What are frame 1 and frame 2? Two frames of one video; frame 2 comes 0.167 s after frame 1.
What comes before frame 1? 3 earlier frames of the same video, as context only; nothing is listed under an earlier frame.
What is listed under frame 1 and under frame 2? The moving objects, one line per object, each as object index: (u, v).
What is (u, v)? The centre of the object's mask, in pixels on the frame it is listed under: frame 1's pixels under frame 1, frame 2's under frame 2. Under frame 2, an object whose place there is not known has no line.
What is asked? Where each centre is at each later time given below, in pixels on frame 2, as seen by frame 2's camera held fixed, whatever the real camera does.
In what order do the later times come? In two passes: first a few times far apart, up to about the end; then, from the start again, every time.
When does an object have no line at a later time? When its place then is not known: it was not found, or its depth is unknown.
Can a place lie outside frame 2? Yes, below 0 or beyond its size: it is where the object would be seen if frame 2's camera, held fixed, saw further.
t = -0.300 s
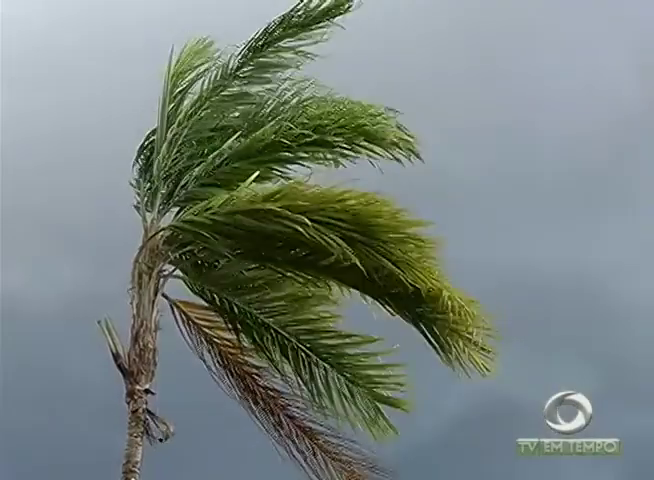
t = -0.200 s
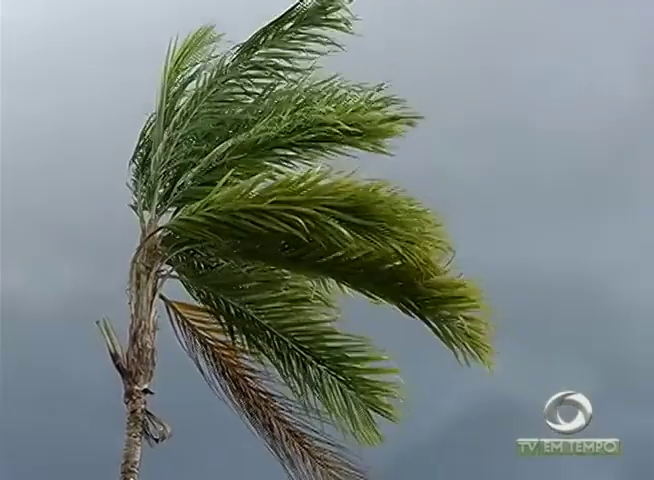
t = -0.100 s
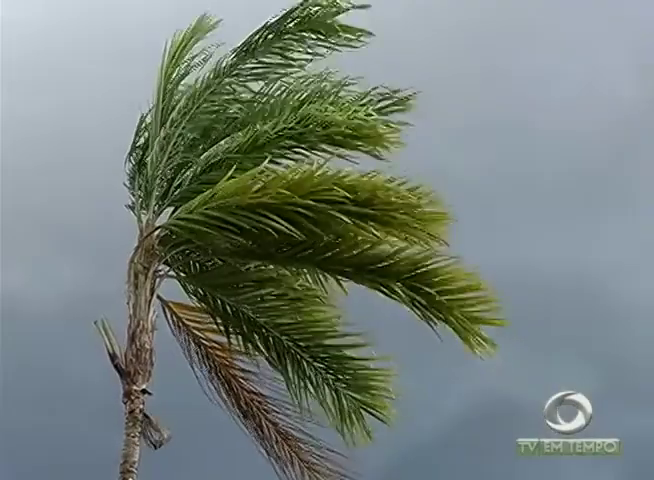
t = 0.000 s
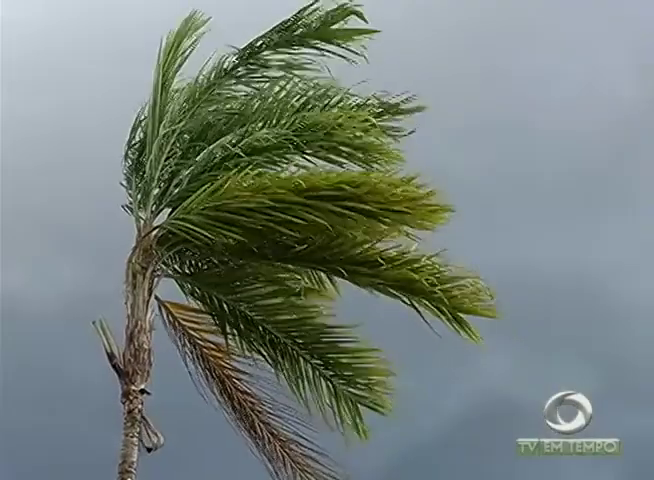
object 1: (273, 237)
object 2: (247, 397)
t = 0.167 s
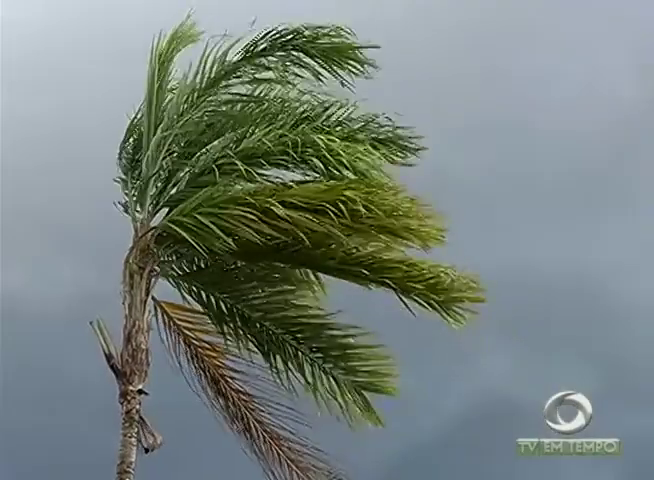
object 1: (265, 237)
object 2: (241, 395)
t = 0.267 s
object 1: (261, 234)
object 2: (239, 397)
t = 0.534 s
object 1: (260, 239)
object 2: (230, 398)
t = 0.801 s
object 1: (257, 237)
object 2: (223, 401)
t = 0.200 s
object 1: (264, 236)
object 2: (240, 396)
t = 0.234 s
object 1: (262, 235)
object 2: (239, 395)
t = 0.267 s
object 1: (261, 234)
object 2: (239, 397)
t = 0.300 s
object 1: (260, 235)
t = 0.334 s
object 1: (260, 236)
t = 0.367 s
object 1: (260, 238)
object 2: (239, 398)
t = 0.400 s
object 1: (261, 239)
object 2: (238, 399)
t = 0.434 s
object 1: (261, 239)
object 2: (237, 398)
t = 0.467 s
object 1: (261, 239)
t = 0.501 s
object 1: (260, 239)
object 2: (232, 398)
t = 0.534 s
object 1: (260, 239)
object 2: (230, 398)
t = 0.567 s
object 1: (259, 238)
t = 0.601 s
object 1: (259, 238)
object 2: (227, 397)
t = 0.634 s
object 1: (258, 237)
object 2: (227, 398)
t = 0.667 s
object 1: (258, 236)
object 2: (226, 398)
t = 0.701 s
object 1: (257, 237)
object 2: (225, 399)
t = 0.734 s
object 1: (257, 237)
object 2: (224, 399)
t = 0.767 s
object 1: (257, 237)
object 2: (223, 401)
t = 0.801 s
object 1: (257, 237)
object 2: (223, 401)
